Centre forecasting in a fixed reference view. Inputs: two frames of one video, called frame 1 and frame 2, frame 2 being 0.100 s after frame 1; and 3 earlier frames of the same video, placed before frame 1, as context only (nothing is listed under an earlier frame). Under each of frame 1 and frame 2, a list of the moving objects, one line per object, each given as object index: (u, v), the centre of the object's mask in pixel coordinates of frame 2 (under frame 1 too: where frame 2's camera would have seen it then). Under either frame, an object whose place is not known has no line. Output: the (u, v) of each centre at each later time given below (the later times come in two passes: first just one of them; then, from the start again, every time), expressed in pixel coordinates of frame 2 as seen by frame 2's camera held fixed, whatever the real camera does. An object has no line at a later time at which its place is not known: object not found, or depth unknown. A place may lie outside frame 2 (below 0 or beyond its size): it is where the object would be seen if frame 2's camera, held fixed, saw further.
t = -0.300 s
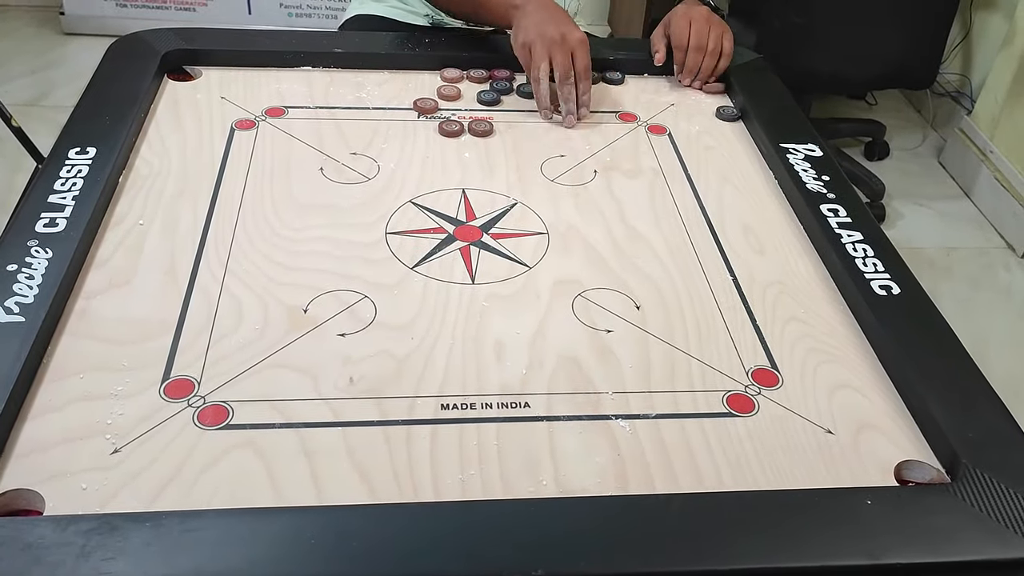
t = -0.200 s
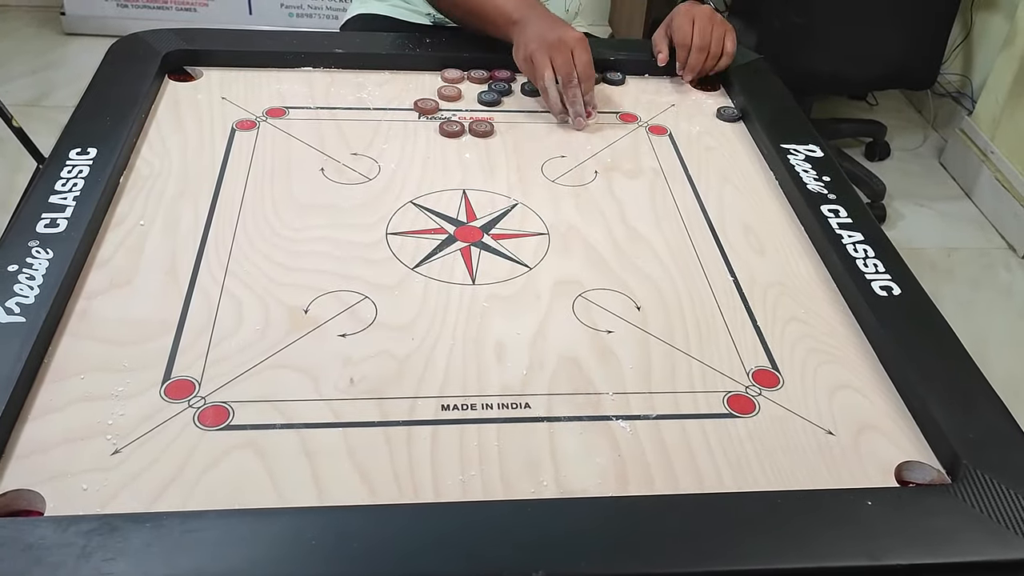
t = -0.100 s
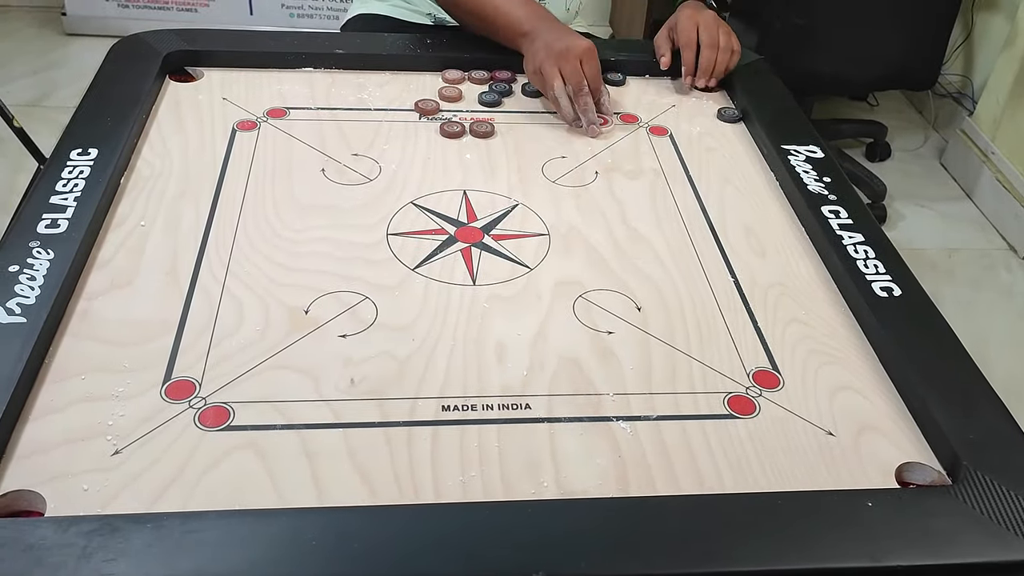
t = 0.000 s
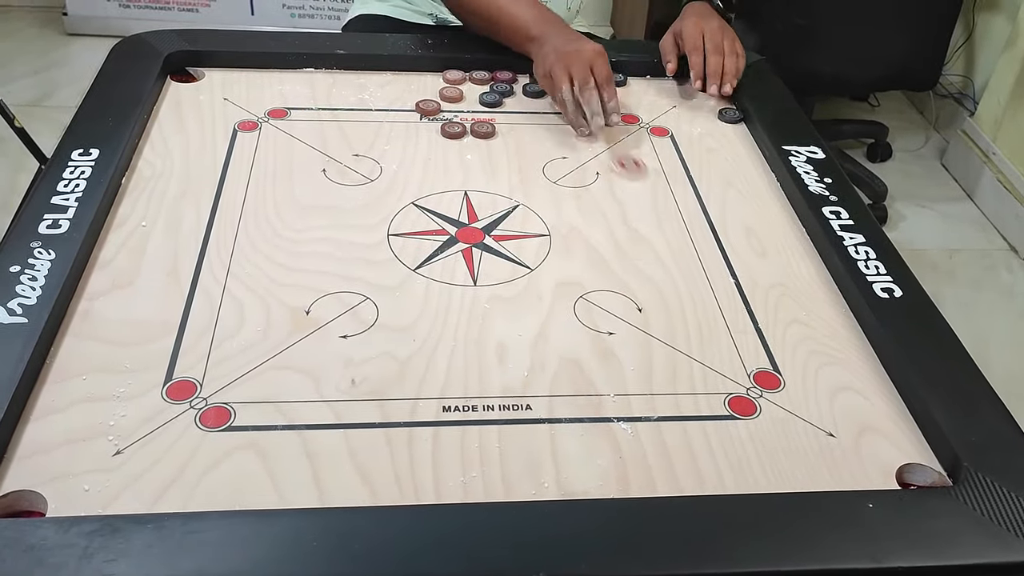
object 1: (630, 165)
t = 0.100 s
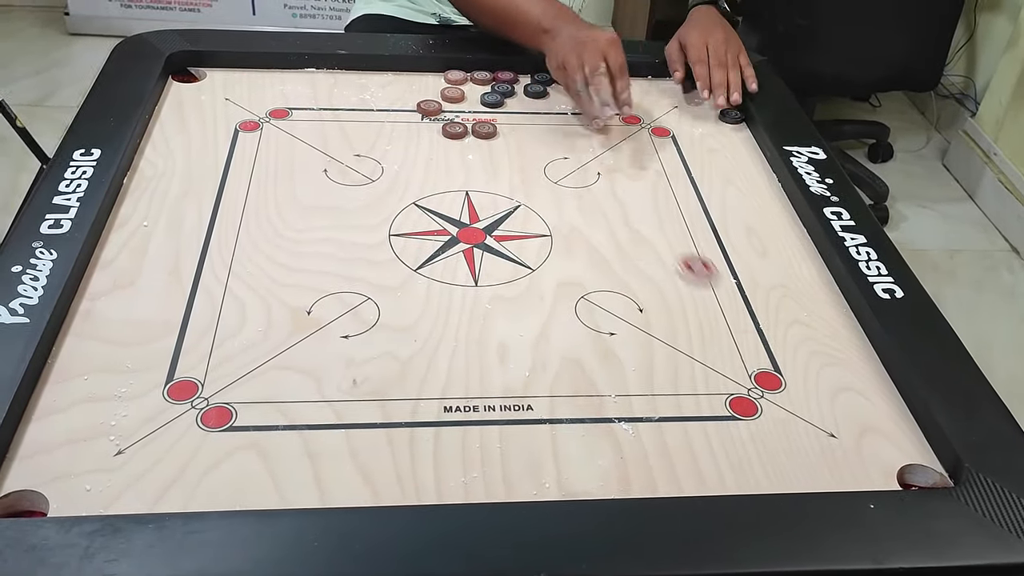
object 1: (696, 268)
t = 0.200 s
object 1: (784, 397)
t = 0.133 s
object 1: (724, 309)
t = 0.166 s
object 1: (752, 352)
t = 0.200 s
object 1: (784, 397)
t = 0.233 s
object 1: (817, 450)
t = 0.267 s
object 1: (835, 471)
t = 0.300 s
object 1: (822, 430)
